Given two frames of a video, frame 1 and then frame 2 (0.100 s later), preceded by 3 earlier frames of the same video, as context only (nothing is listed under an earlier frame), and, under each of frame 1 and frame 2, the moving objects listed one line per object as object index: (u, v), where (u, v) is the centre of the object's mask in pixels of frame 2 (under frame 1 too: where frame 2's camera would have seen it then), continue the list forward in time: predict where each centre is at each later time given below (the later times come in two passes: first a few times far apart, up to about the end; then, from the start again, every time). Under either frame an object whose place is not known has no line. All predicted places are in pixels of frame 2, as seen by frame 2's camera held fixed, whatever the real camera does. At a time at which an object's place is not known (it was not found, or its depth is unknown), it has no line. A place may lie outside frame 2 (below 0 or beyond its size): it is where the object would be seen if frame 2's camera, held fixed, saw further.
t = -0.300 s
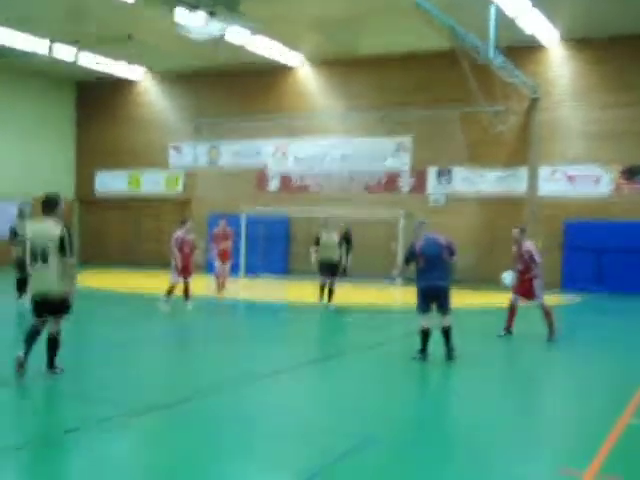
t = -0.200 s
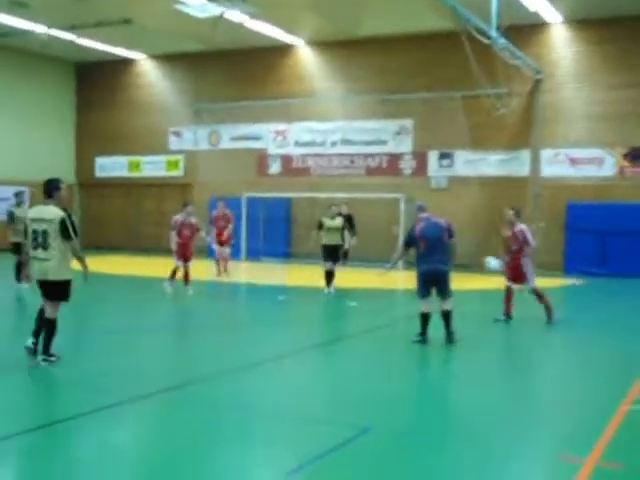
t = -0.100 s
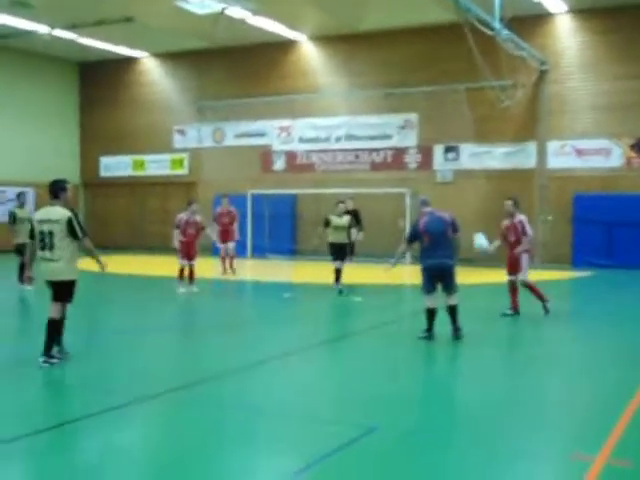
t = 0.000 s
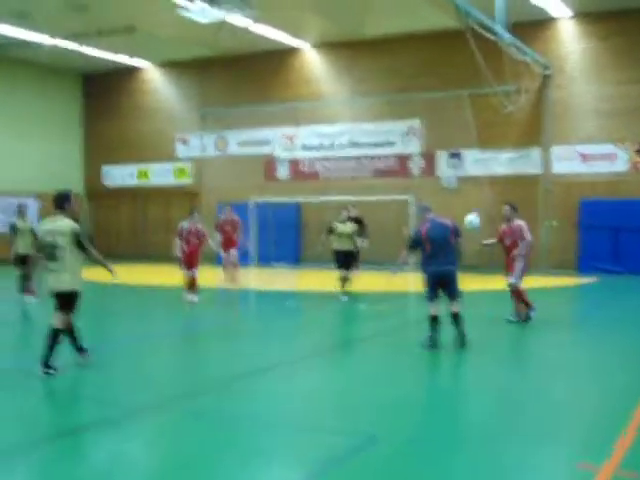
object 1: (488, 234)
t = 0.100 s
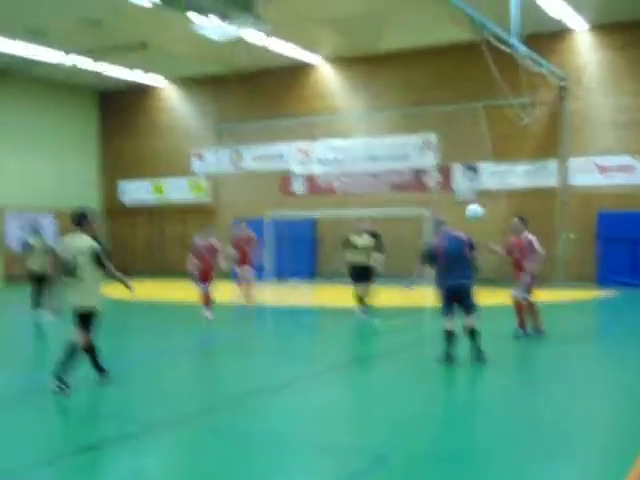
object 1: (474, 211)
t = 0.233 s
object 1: (454, 192)
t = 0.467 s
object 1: (414, 187)
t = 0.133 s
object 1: (468, 204)
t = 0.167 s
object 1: (463, 198)
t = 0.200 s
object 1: (458, 195)
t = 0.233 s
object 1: (454, 192)
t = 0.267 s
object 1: (447, 186)
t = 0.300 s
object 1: (441, 184)
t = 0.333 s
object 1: (435, 184)
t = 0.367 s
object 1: (430, 183)
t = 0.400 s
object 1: (425, 184)
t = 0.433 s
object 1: (421, 186)
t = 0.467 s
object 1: (414, 187)
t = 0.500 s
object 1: (408, 190)
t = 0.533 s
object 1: (402, 194)
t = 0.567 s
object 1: (396, 198)
